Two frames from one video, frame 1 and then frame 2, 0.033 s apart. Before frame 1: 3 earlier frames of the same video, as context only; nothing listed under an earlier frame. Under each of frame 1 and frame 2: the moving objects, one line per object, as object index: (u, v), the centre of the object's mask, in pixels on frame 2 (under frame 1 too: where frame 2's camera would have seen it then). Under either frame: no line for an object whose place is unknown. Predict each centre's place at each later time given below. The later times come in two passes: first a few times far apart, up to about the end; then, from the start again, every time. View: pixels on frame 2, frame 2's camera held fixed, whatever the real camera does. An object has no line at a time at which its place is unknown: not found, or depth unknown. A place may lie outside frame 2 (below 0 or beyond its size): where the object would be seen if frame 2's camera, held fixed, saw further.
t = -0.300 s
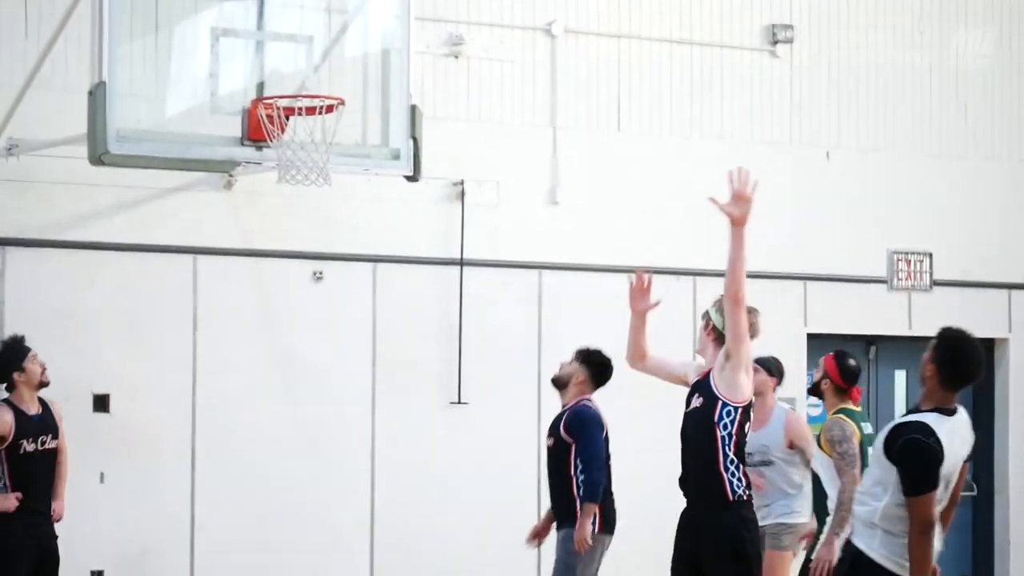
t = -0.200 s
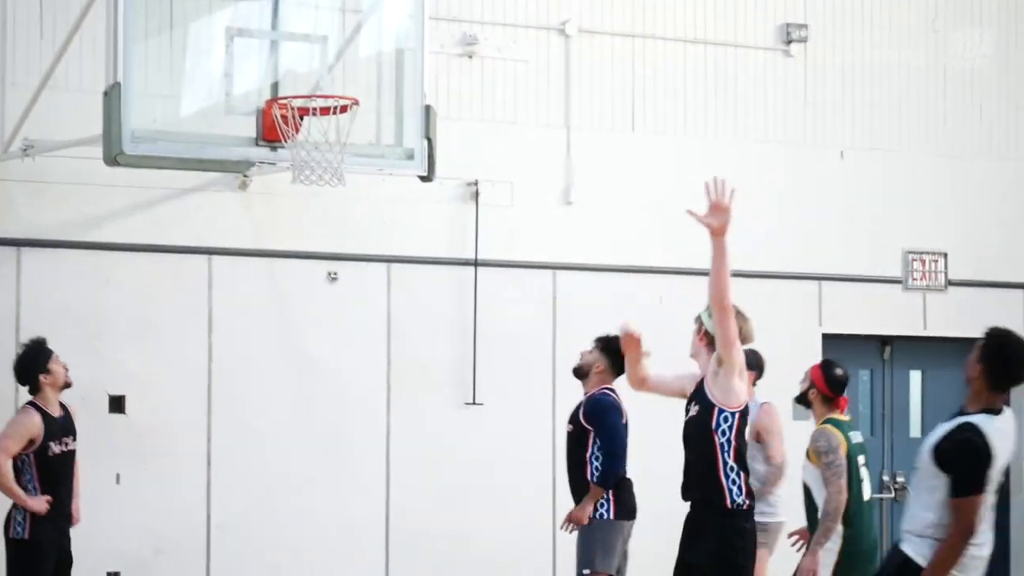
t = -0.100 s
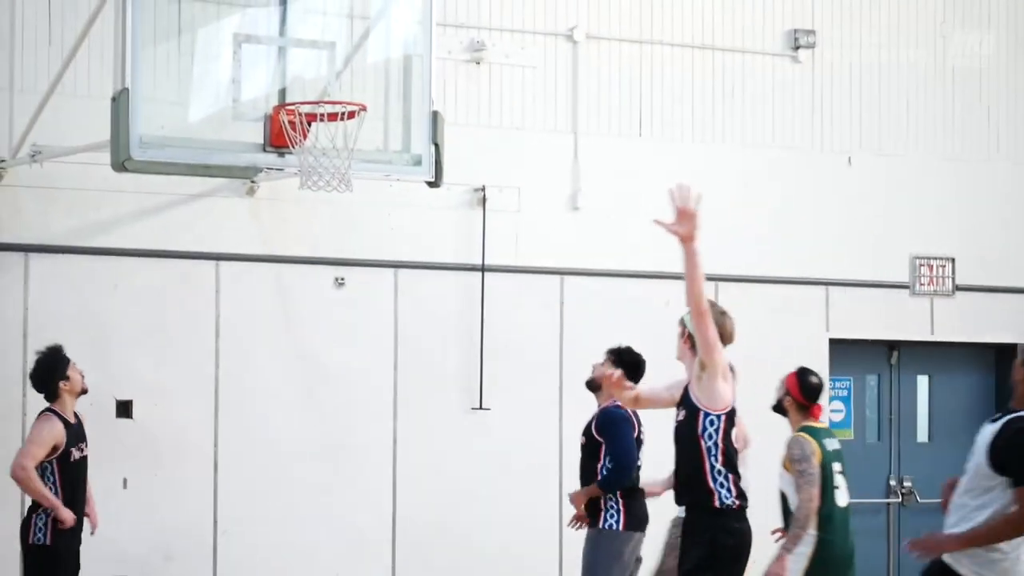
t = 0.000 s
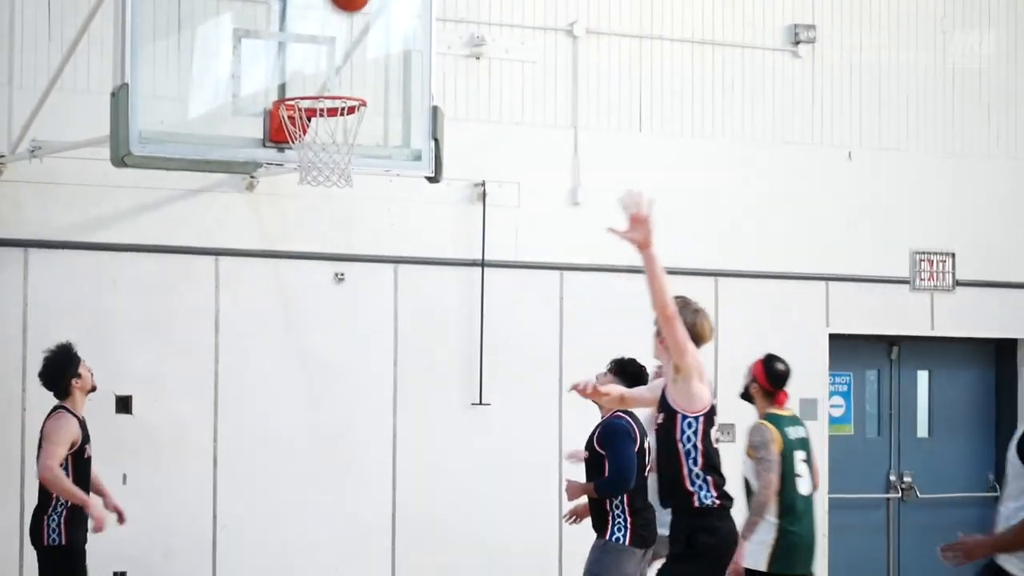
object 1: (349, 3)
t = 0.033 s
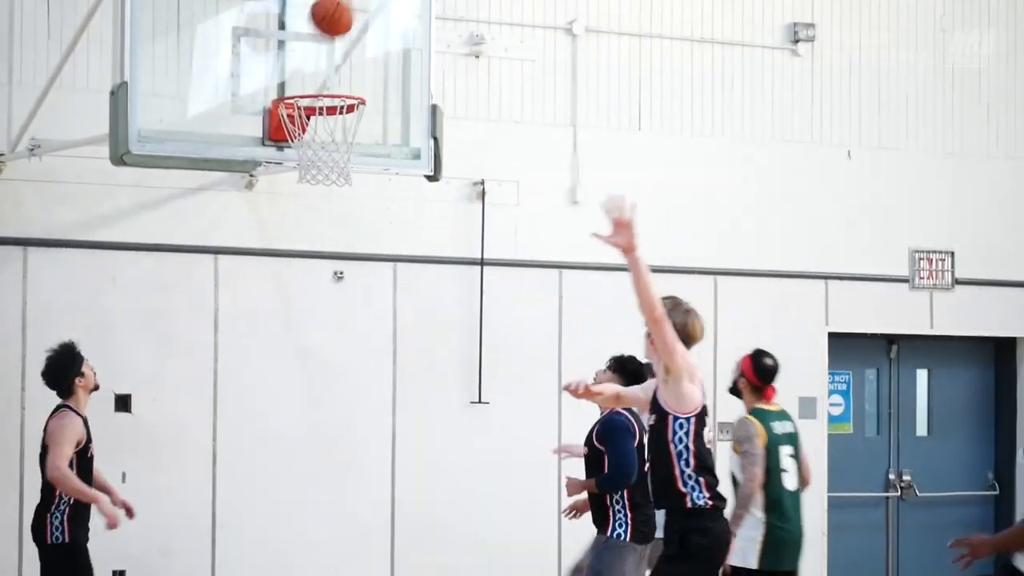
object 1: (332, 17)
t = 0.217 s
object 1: (325, 103)
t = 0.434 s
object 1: (346, 160)
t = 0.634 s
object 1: (351, 195)
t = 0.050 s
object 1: (324, 30)
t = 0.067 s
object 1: (317, 44)
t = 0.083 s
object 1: (309, 60)
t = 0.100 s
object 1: (307, 72)
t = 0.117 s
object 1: (312, 79)
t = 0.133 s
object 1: (318, 83)
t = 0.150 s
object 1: (322, 92)
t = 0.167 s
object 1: (326, 95)
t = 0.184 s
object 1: (330, 99)
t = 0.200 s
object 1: (332, 102)
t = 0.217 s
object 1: (325, 103)
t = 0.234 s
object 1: (318, 105)
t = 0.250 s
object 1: (309, 109)
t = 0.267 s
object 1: (301, 113)
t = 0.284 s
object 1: (297, 117)
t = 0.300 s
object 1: (301, 120)
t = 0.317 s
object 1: (312, 127)
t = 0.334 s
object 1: (317, 133)
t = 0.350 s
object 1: (326, 141)
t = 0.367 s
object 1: (331, 147)
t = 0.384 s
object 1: (337, 153)
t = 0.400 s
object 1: (341, 156)
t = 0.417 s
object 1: (344, 159)
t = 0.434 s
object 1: (346, 160)
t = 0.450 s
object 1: (347, 162)
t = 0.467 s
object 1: (347, 162)
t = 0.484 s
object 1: (348, 163)
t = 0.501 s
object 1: (349, 165)
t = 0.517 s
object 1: (348, 175)
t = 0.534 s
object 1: (349, 176)
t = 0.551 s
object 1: (349, 177)
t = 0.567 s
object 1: (350, 179)
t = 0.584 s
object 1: (350, 181)
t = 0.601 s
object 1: (350, 185)
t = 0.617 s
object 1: (351, 190)
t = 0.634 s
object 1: (351, 195)
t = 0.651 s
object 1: (351, 201)
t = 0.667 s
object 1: (351, 208)
